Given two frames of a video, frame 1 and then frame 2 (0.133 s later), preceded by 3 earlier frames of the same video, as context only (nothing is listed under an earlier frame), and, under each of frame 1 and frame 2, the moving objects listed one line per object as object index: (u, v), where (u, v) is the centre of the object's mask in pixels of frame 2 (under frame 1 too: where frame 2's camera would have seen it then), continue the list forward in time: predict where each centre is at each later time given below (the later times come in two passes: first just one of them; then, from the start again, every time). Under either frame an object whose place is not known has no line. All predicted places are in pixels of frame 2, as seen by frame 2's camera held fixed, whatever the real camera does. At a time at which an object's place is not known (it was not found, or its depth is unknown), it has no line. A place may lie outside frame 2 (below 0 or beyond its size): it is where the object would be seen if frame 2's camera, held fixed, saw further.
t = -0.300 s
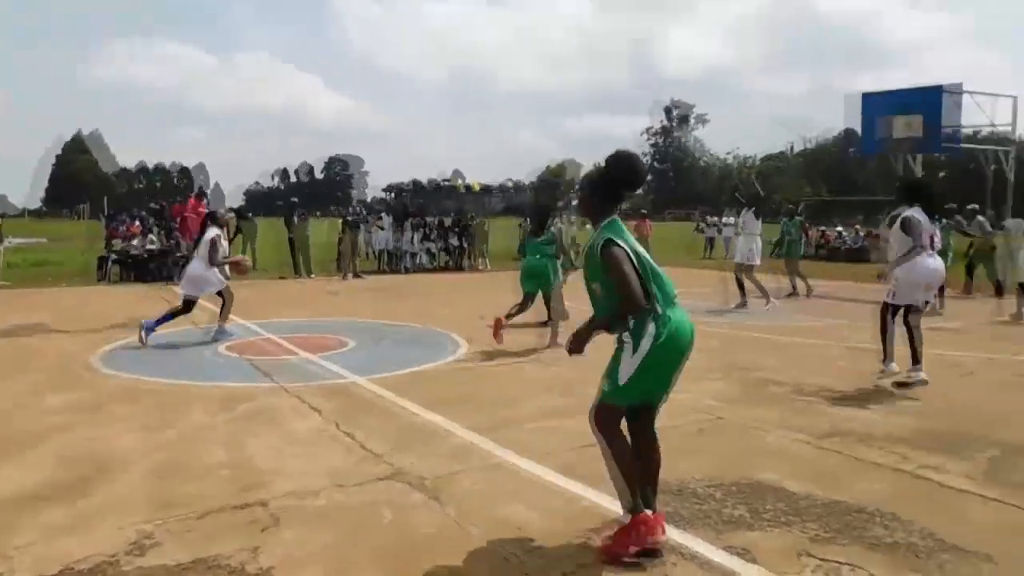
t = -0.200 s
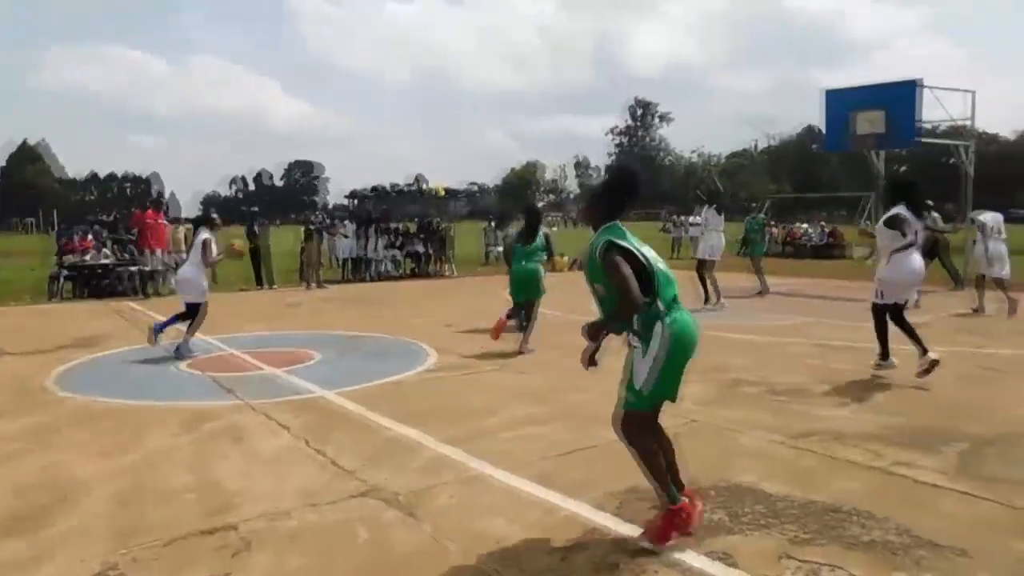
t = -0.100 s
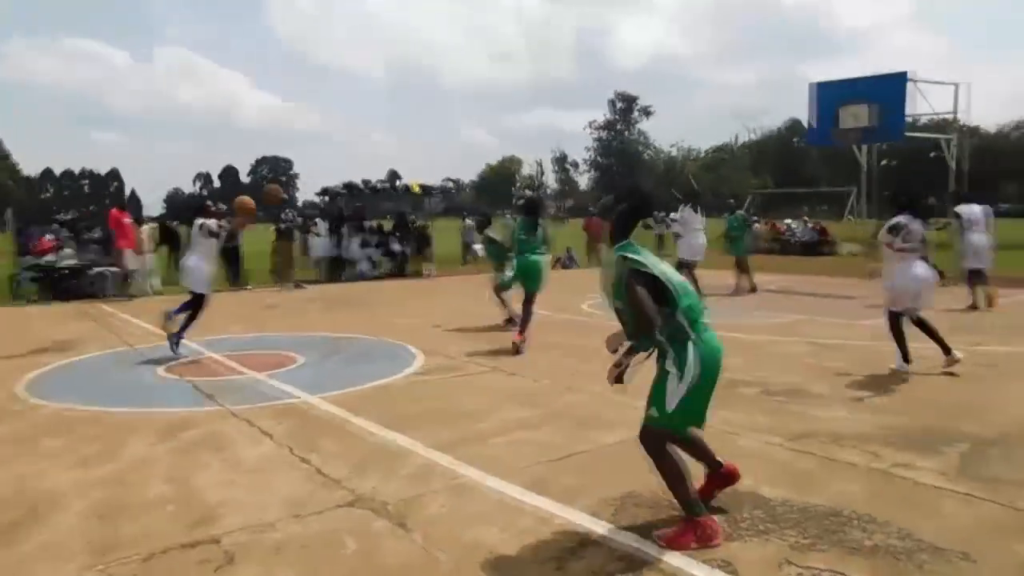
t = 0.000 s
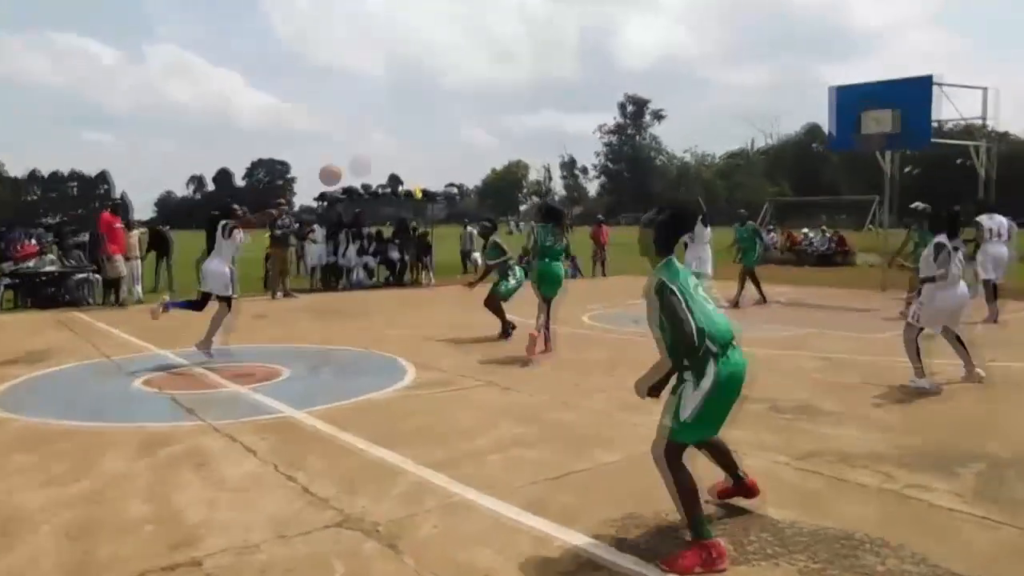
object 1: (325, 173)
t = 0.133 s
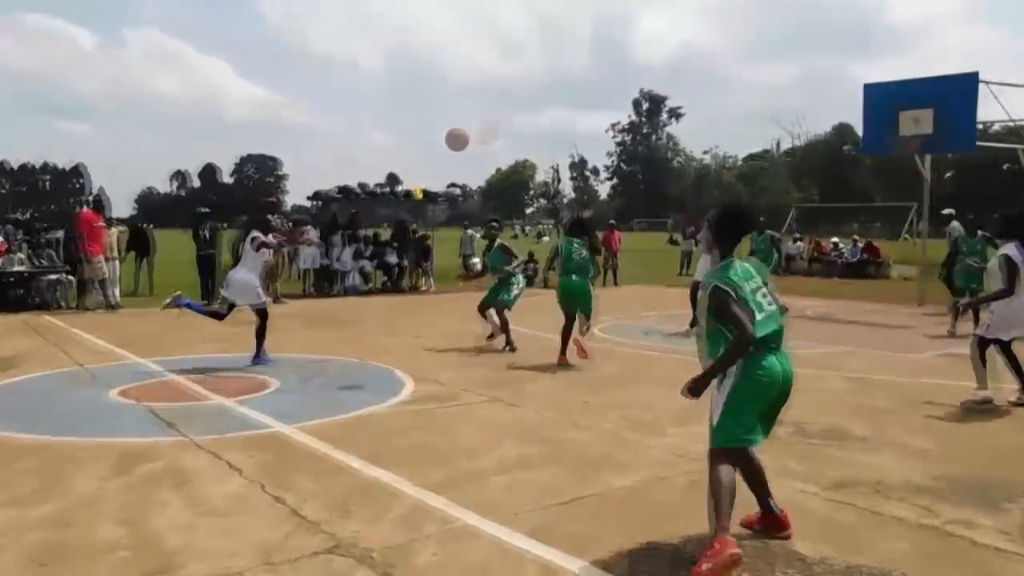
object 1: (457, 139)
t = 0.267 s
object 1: (587, 122)
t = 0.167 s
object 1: (488, 133)
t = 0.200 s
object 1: (521, 128)
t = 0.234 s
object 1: (555, 124)
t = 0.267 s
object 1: (587, 122)
